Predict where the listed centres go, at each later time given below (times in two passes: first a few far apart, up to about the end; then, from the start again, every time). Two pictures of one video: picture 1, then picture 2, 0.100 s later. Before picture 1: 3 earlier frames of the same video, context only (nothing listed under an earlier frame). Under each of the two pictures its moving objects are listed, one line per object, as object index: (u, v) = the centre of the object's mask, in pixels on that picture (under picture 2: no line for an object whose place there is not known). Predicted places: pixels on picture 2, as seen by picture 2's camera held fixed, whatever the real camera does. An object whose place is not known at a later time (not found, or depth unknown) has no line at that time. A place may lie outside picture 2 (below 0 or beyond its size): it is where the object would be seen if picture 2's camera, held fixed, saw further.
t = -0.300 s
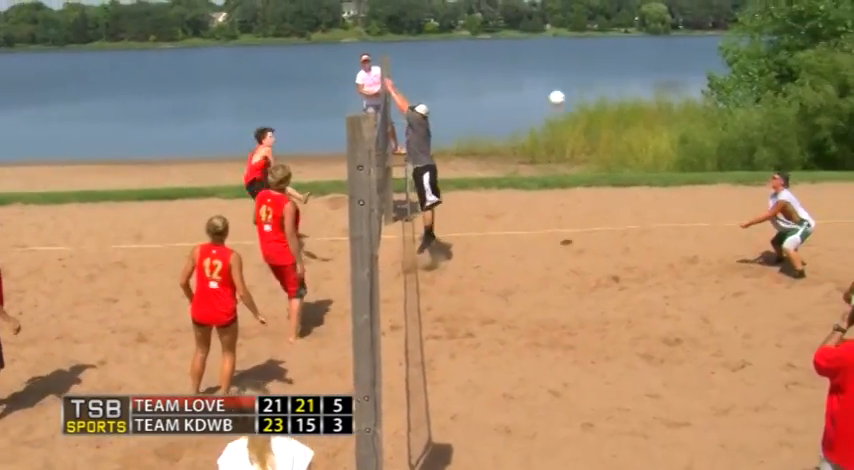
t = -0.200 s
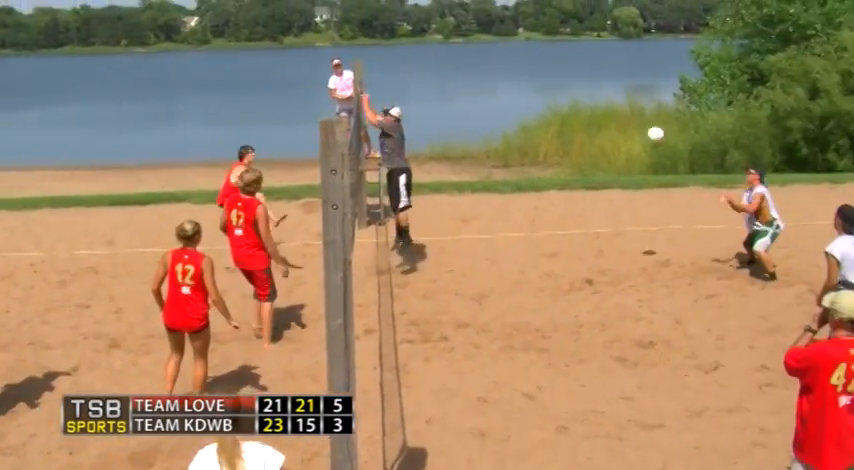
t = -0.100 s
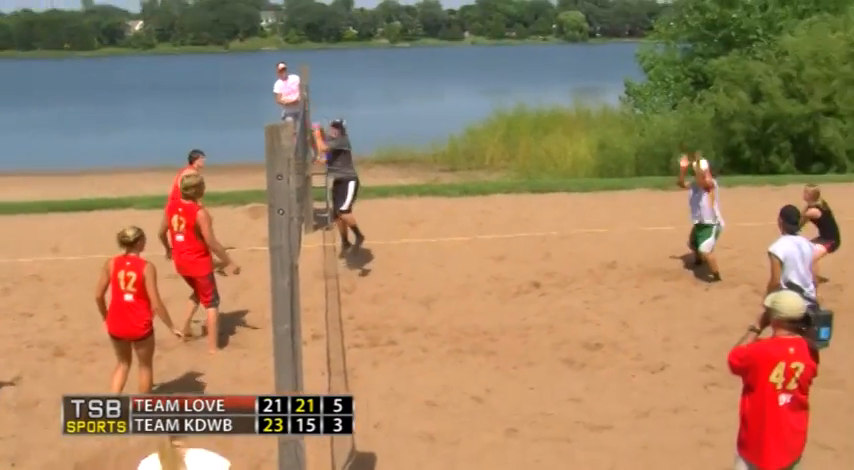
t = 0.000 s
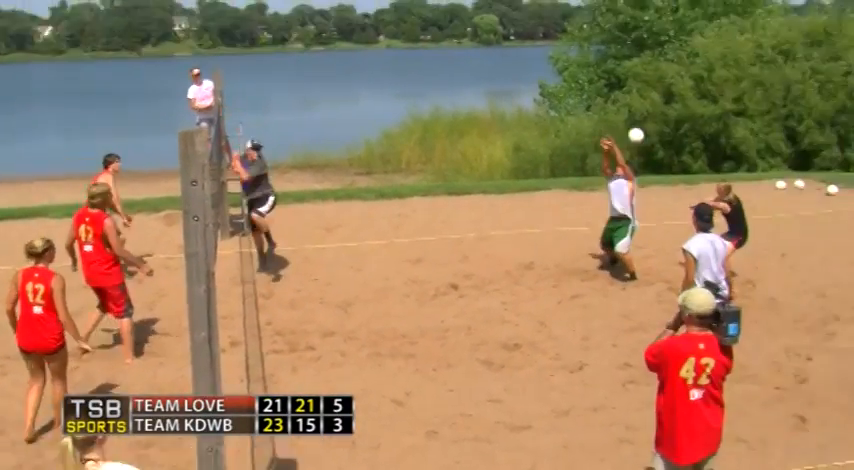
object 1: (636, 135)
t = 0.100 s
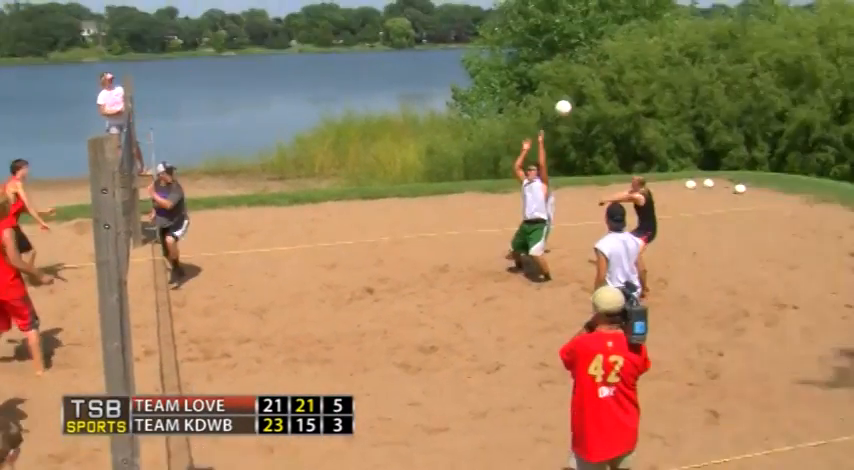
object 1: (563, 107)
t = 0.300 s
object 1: (592, 67)
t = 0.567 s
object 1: (635, 59)
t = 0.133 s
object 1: (566, 99)
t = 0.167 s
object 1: (569, 92)
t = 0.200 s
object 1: (574, 85)
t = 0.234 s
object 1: (579, 78)
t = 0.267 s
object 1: (586, 72)
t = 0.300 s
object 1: (592, 67)
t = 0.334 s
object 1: (597, 63)
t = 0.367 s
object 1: (603, 60)
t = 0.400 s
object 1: (609, 58)
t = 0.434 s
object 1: (616, 56)
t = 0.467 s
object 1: (620, 55)
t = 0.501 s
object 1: (625, 56)
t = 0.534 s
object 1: (631, 57)
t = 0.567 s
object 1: (635, 59)
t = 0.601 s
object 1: (640, 62)
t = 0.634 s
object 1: (645, 66)
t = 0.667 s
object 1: (650, 70)
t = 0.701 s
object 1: (653, 75)
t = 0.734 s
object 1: (658, 81)
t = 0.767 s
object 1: (662, 88)
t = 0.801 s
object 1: (665, 96)
